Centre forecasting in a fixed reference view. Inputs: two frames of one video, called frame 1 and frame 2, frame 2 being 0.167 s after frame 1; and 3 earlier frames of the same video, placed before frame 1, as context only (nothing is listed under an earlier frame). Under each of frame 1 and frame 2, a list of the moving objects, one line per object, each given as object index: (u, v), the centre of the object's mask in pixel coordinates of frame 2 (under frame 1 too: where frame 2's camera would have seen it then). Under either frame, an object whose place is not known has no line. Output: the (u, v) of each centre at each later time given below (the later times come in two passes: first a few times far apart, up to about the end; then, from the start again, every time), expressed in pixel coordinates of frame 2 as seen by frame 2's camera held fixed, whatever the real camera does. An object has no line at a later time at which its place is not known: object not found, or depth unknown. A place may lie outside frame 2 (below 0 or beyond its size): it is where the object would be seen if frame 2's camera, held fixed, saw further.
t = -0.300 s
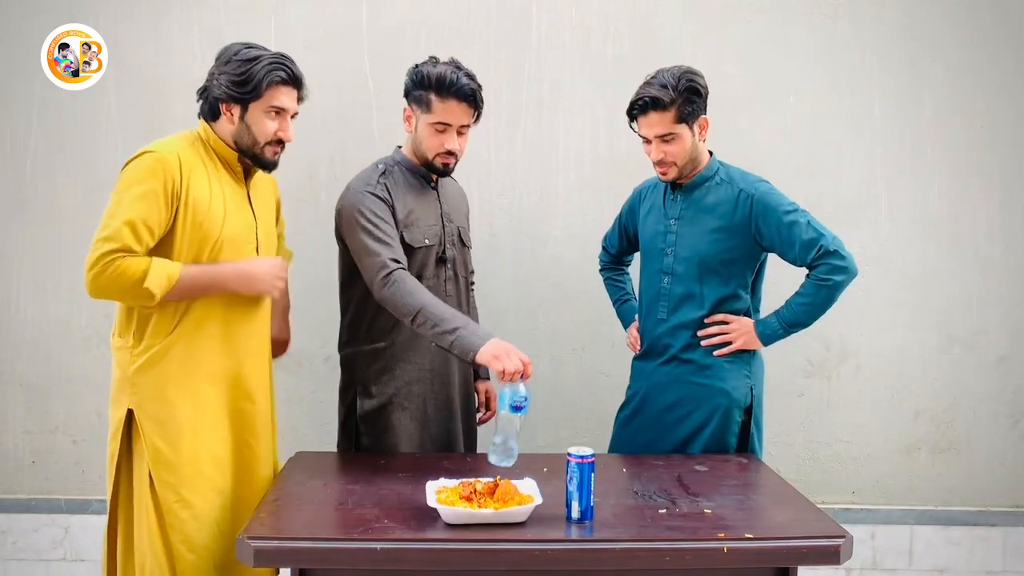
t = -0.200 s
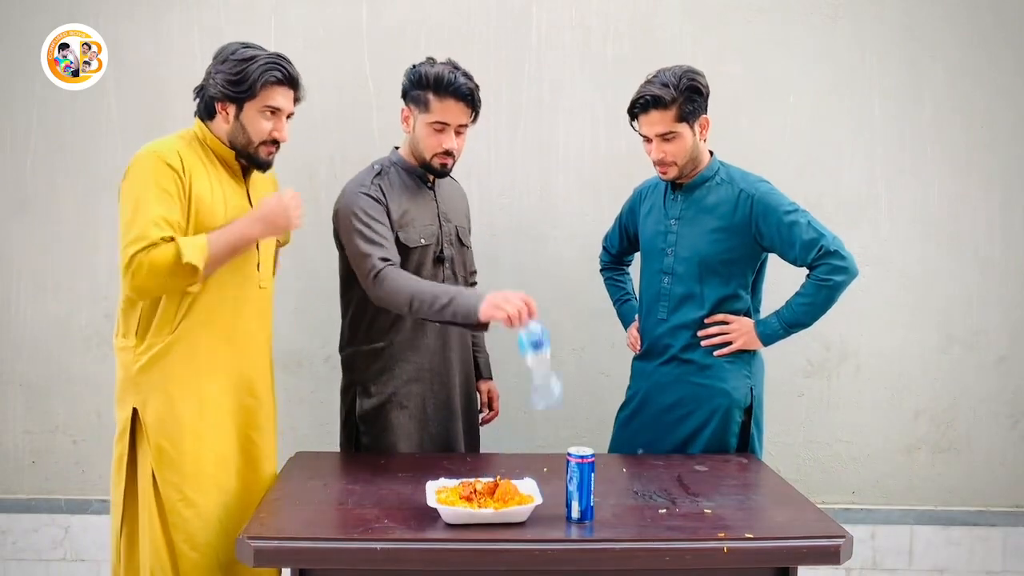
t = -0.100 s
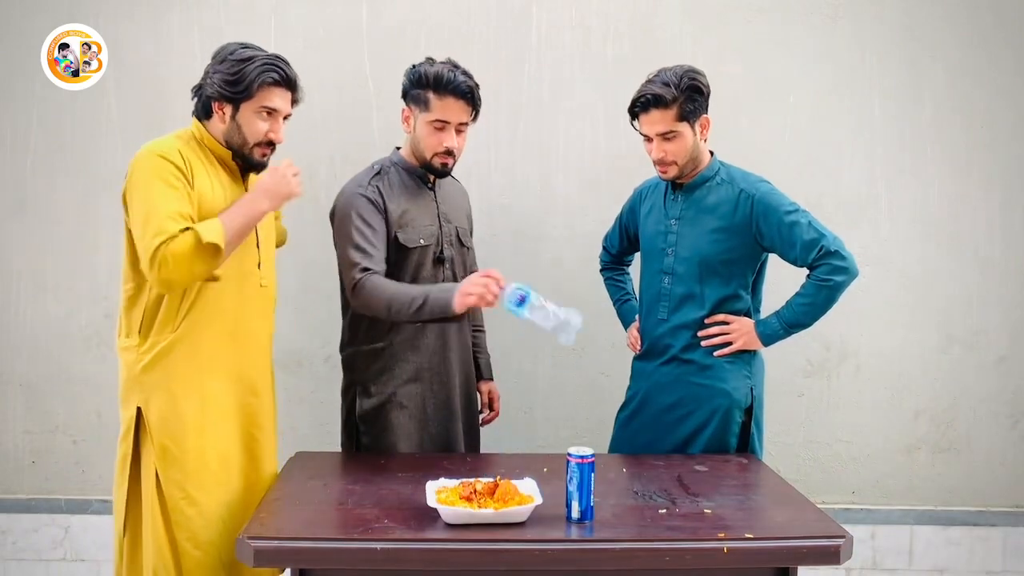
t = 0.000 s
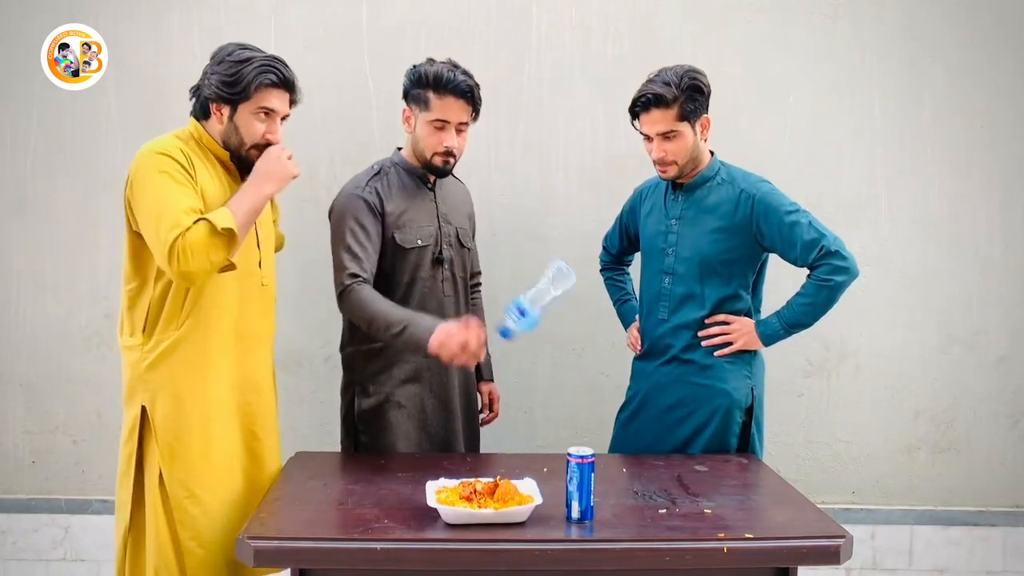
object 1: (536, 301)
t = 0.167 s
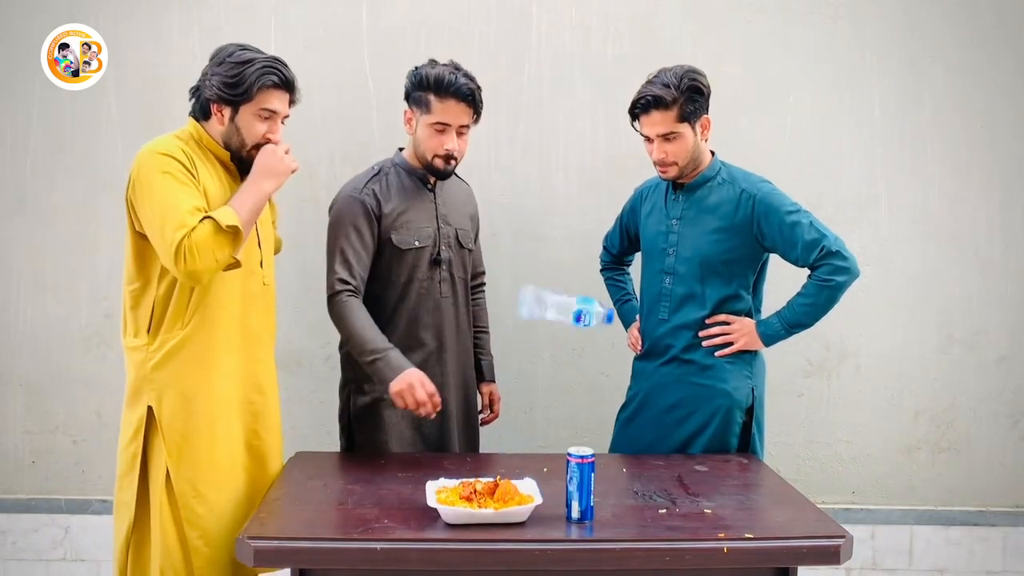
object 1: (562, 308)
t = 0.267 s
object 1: (541, 356)
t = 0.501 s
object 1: (506, 427)
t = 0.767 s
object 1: (473, 454)
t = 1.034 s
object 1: (475, 452)
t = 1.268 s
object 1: (475, 453)
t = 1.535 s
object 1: (475, 454)
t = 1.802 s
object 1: (475, 453)
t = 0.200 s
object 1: (557, 318)
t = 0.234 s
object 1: (551, 333)
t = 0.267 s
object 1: (541, 356)
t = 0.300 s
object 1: (531, 385)
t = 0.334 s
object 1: (521, 421)
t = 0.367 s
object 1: (516, 427)
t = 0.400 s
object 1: (515, 427)
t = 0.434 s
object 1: (512, 427)
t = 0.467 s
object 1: (509, 427)
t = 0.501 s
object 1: (506, 427)
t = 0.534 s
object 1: (503, 427)
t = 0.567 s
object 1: (498, 428)
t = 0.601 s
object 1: (493, 429)
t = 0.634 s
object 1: (486, 431)
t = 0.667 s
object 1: (480, 436)
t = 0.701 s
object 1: (473, 445)
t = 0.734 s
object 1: (473, 455)
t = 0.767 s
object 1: (473, 454)
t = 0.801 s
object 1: (474, 454)
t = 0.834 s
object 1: (474, 454)
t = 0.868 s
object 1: (475, 454)
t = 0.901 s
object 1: (475, 454)
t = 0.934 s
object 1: (475, 453)
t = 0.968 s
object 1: (475, 453)
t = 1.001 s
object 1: (475, 453)
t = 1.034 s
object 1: (475, 452)
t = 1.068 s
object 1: (475, 452)
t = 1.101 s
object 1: (476, 452)
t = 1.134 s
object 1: (476, 452)
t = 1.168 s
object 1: (475, 452)
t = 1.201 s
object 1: (475, 453)
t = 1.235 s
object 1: (475, 453)
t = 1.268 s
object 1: (475, 453)
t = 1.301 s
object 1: (475, 454)
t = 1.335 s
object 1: (475, 454)
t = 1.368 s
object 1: (475, 454)
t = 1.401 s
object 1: (475, 454)
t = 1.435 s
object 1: (475, 454)
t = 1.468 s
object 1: (475, 454)
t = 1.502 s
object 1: (475, 454)
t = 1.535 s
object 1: (475, 454)
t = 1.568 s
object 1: (475, 454)
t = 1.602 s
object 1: (475, 454)
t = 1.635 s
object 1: (475, 454)
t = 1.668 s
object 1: (475, 454)
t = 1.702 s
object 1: (475, 454)
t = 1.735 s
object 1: (475, 453)
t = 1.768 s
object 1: (475, 453)
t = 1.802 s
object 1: (475, 453)
